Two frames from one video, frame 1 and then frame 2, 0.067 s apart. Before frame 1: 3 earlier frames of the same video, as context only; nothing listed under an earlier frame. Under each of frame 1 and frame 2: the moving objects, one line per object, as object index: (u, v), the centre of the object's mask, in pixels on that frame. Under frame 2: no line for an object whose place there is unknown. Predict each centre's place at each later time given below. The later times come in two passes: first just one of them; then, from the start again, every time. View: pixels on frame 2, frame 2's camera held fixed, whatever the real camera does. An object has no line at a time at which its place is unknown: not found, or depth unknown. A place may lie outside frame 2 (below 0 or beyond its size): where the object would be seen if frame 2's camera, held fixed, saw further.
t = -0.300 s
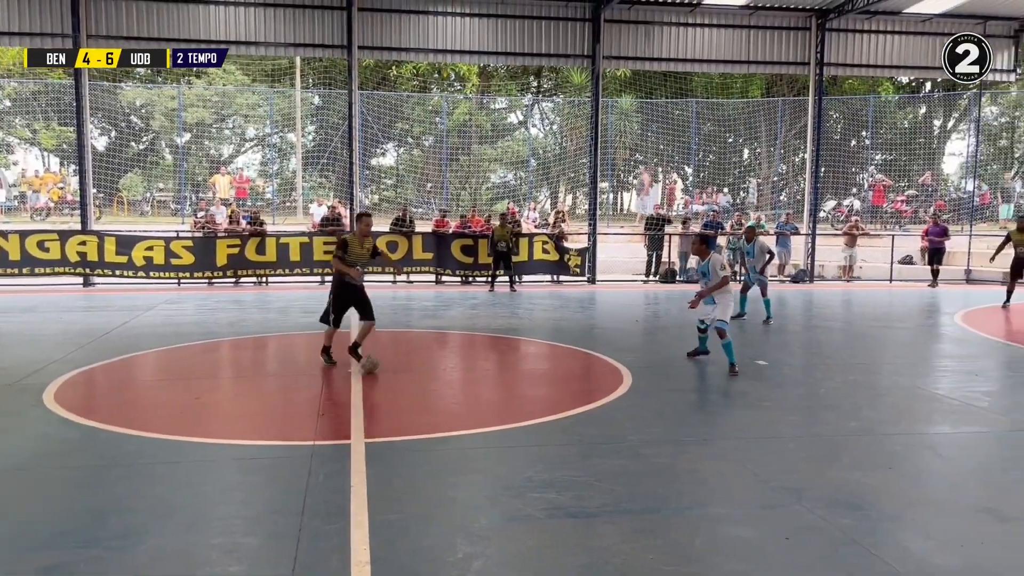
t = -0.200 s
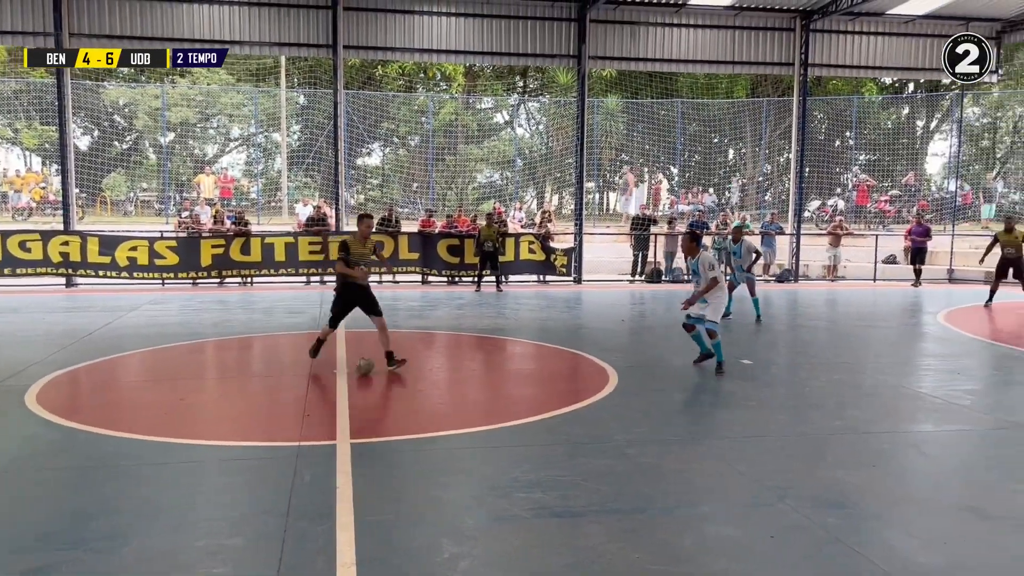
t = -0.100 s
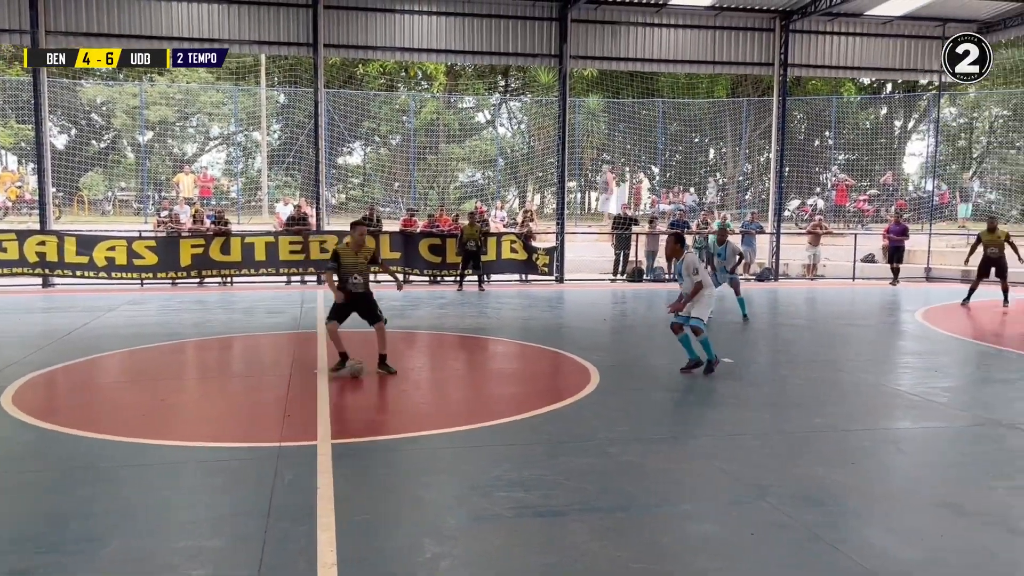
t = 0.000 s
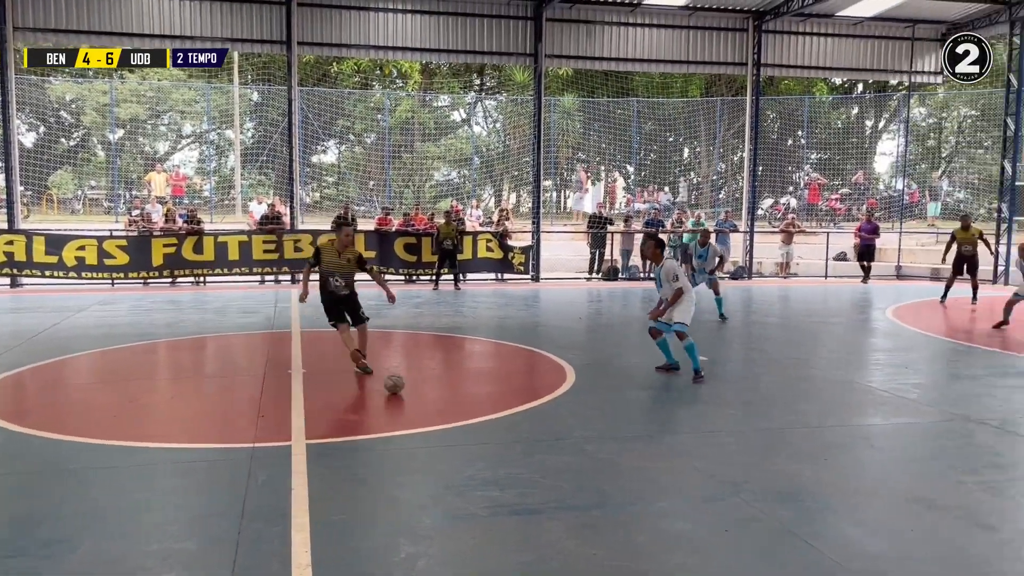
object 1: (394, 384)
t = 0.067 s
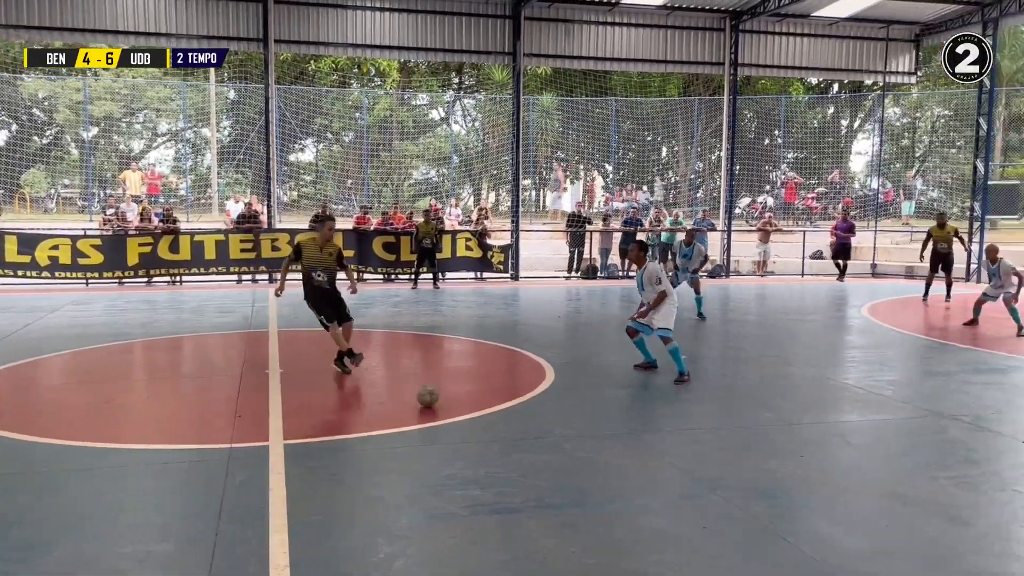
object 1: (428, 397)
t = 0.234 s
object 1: (593, 436)
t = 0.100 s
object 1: (457, 404)
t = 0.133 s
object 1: (488, 411)
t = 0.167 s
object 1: (522, 419)
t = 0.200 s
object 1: (556, 427)
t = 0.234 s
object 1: (593, 436)
